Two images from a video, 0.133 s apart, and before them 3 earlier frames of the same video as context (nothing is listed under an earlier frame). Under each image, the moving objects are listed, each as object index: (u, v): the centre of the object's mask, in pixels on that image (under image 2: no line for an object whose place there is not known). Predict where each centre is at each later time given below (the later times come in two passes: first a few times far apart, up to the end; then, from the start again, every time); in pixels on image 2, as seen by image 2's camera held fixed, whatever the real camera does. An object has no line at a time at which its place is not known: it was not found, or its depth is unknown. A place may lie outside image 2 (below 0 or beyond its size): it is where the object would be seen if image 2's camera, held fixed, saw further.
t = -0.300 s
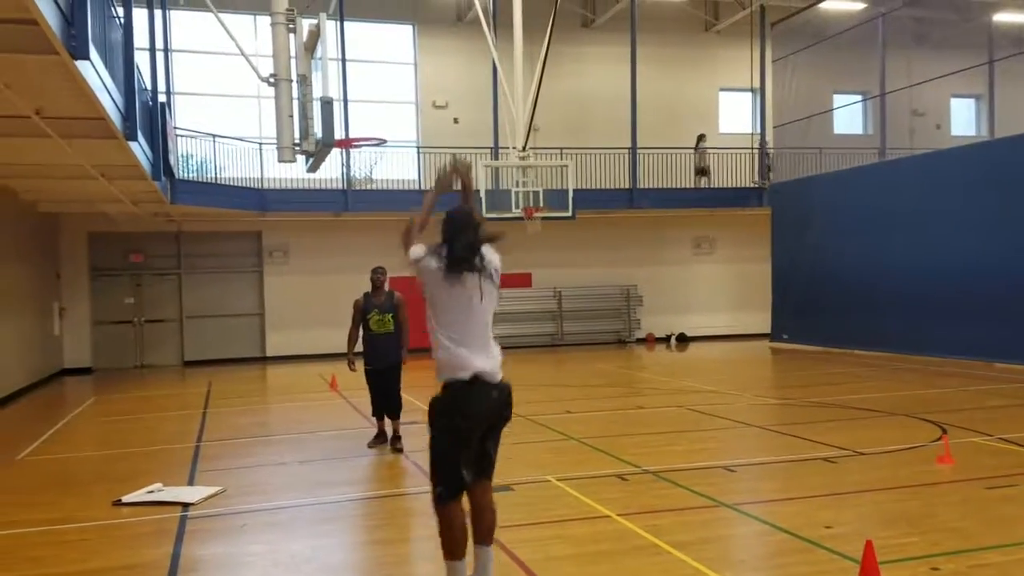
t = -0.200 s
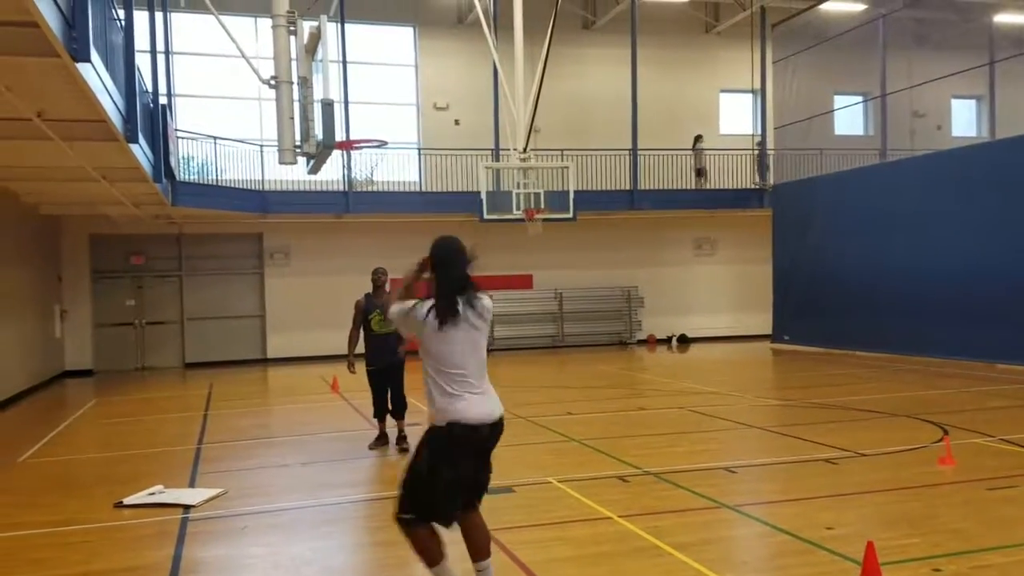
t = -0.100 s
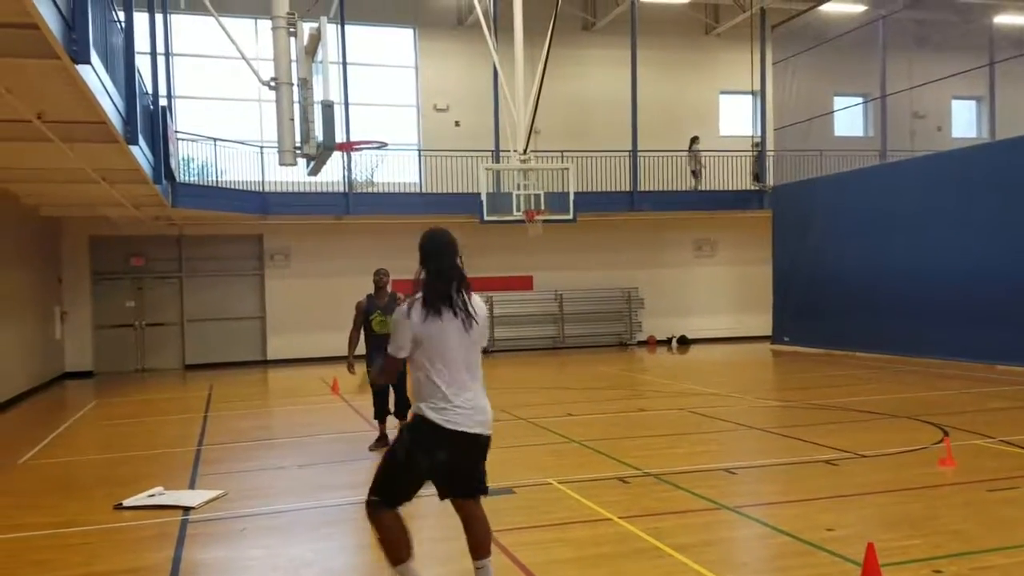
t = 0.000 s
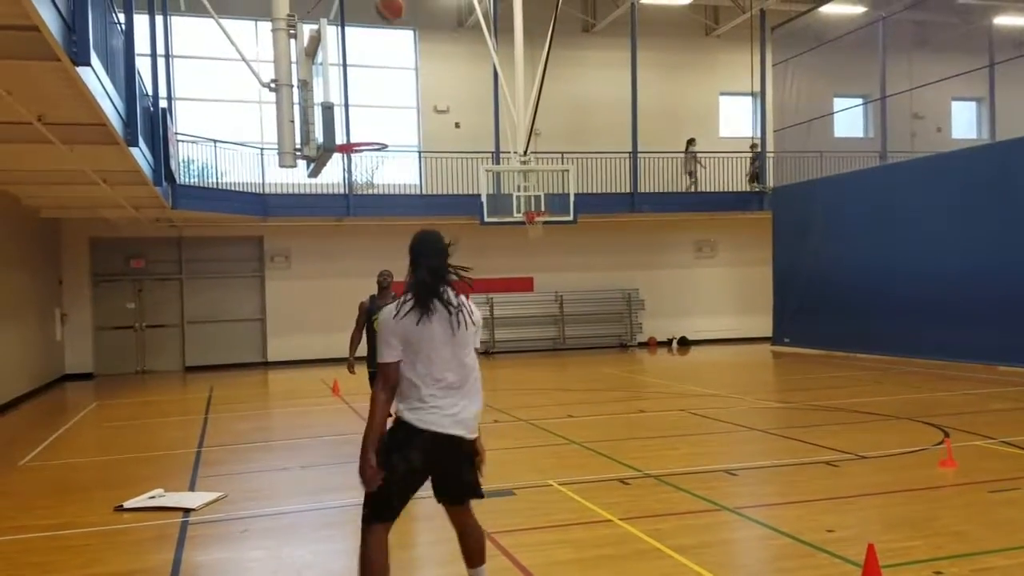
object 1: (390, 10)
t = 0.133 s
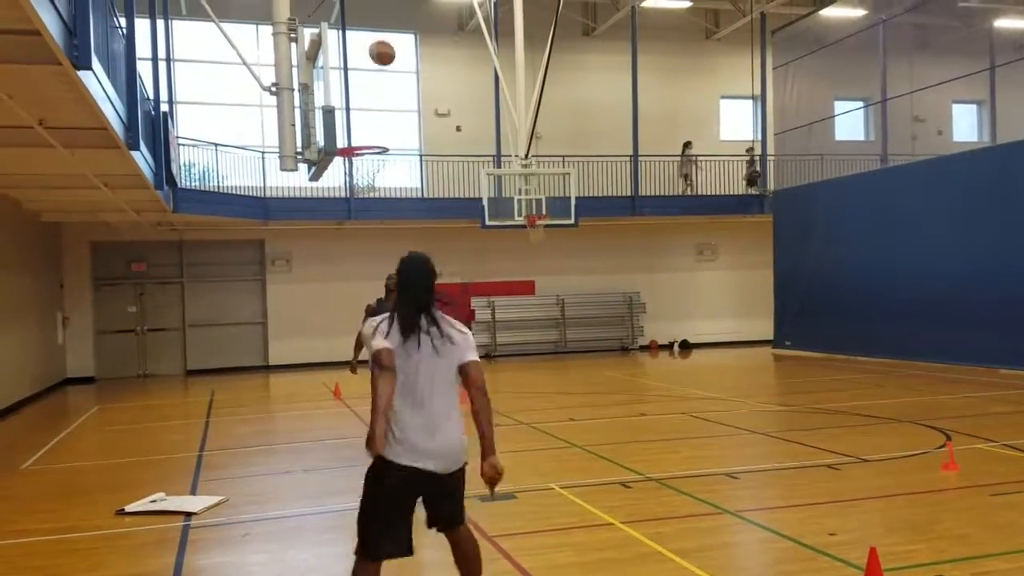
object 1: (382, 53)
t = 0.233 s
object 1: (377, 94)
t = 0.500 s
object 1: (358, 130)
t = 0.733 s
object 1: (344, 114)
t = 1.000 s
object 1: (359, 156)
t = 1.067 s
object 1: (366, 179)
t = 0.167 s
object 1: (380, 66)
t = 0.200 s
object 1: (379, 79)
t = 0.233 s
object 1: (377, 94)
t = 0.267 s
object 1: (375, 109)
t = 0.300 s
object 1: (374, 124)
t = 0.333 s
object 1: (372, 137)
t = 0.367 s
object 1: (369, 139)
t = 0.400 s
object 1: (365, 144)
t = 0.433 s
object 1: (363, 144)
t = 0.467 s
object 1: (361, 137)
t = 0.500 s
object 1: (358, 130)
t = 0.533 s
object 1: (355, 125)
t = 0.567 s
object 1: (353, 120)
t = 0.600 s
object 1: (350, 117)
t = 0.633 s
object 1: (348, 115)
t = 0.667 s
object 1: (346, 113)
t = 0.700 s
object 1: (345, 114)
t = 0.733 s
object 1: (344, 114)
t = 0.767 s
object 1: (343, 117)
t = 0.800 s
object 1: (342, 120)
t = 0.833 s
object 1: (344, 123)
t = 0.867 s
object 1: (346, 127)
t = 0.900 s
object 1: (348, 132)
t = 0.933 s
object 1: (351, 137)
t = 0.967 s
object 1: (356, 146)
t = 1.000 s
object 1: (359, 156)
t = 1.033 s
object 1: (362, 166)
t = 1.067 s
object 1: (366, 179)
